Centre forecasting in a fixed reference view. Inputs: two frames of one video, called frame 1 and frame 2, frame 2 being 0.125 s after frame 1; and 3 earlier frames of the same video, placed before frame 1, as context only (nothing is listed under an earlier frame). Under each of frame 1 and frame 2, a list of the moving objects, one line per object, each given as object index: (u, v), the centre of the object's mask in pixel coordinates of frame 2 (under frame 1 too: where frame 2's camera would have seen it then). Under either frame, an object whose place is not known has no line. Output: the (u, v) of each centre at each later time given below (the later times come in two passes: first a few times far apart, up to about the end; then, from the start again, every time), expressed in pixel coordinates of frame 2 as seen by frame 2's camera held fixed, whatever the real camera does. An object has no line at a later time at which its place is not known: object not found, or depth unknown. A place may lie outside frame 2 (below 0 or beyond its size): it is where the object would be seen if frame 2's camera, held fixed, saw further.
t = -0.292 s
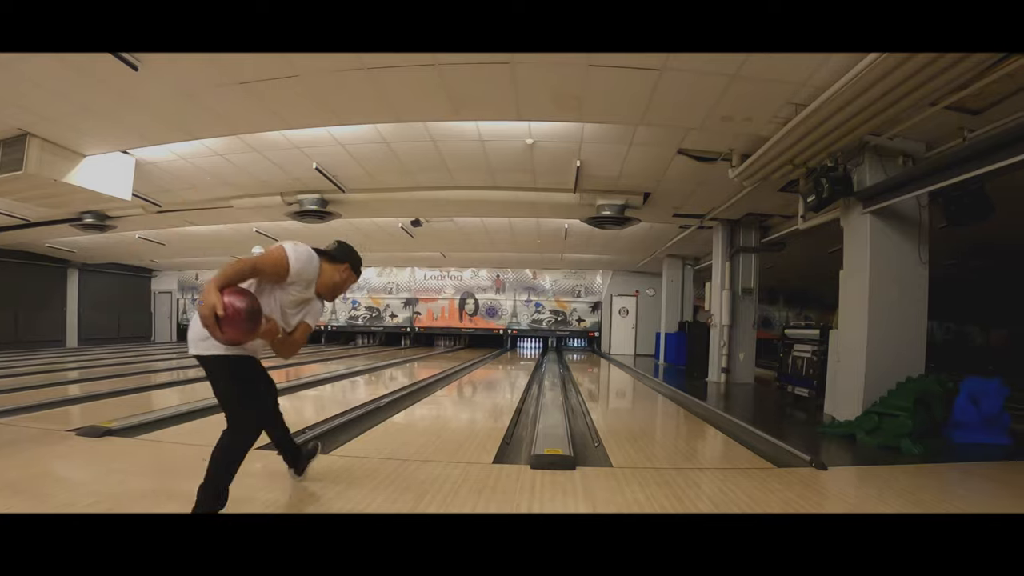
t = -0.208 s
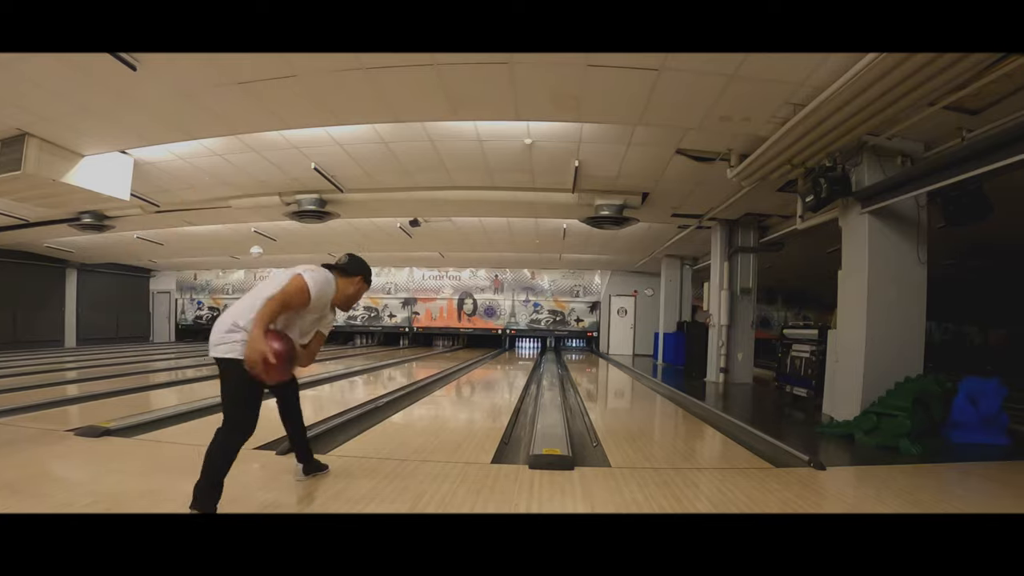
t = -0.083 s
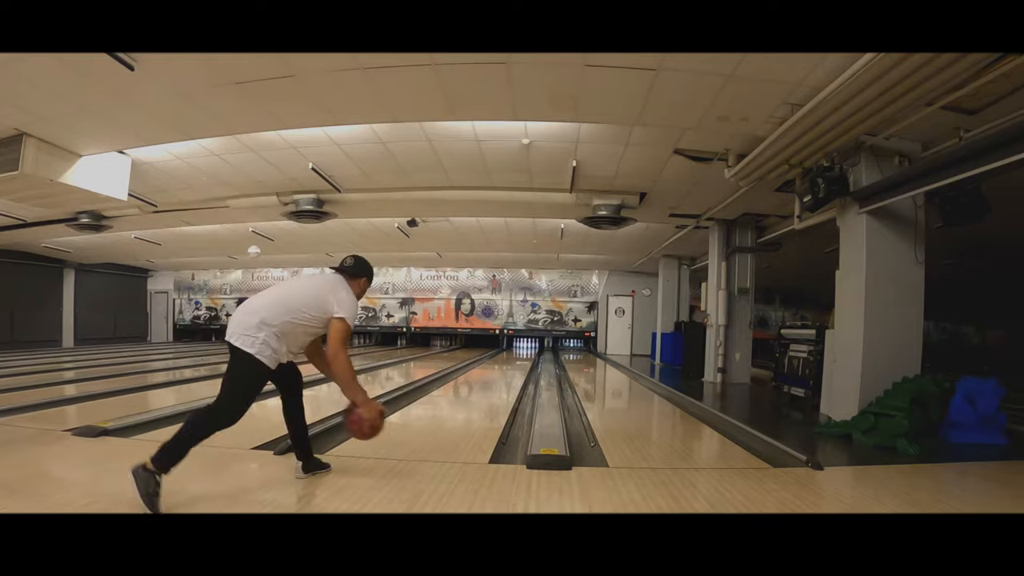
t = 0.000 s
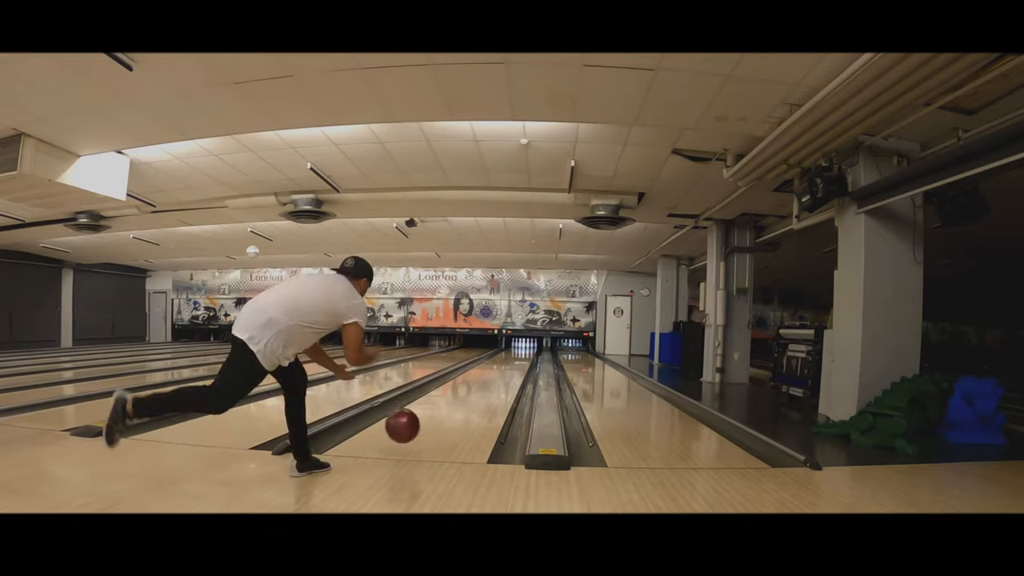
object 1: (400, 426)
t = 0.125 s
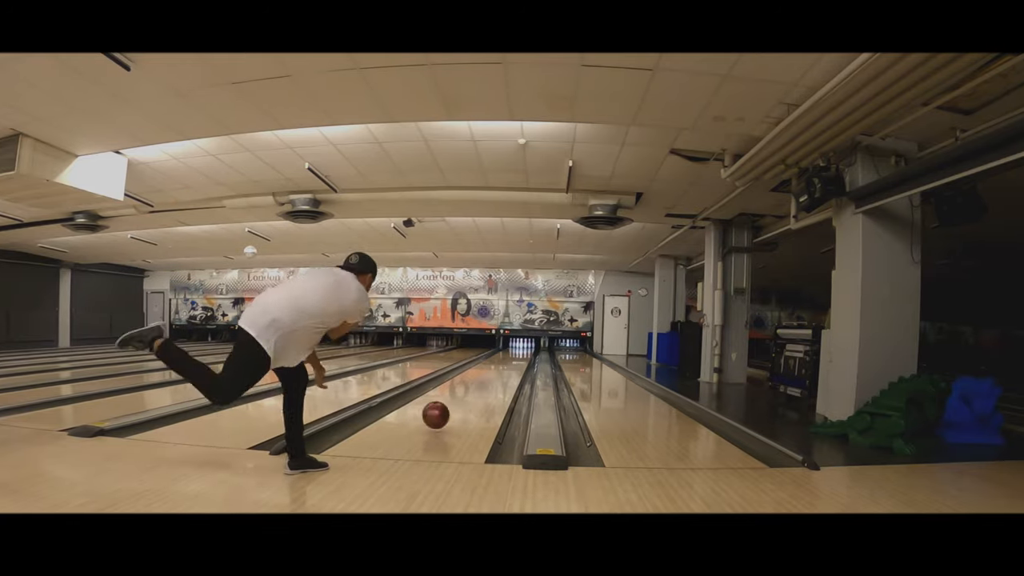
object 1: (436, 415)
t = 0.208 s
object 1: (452, 407)
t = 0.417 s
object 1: (476, 389)
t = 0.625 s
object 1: (490, 378)
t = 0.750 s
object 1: (495, 373)
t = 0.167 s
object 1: (444, 410)
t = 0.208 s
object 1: (452, 407)
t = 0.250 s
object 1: (458, 402)
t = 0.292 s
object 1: (462, 399)
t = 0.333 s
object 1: (468, 396)
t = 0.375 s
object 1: (472, 392)
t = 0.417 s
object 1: (476, 389)
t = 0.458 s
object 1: (479, 386)
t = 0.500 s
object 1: (483, 384)
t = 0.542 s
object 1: (486, 381)
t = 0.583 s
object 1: (488, 379)
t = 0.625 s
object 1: (490, 378)
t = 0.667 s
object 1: (492, 376)
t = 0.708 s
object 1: (494, 374)
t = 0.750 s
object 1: (495, 373)
